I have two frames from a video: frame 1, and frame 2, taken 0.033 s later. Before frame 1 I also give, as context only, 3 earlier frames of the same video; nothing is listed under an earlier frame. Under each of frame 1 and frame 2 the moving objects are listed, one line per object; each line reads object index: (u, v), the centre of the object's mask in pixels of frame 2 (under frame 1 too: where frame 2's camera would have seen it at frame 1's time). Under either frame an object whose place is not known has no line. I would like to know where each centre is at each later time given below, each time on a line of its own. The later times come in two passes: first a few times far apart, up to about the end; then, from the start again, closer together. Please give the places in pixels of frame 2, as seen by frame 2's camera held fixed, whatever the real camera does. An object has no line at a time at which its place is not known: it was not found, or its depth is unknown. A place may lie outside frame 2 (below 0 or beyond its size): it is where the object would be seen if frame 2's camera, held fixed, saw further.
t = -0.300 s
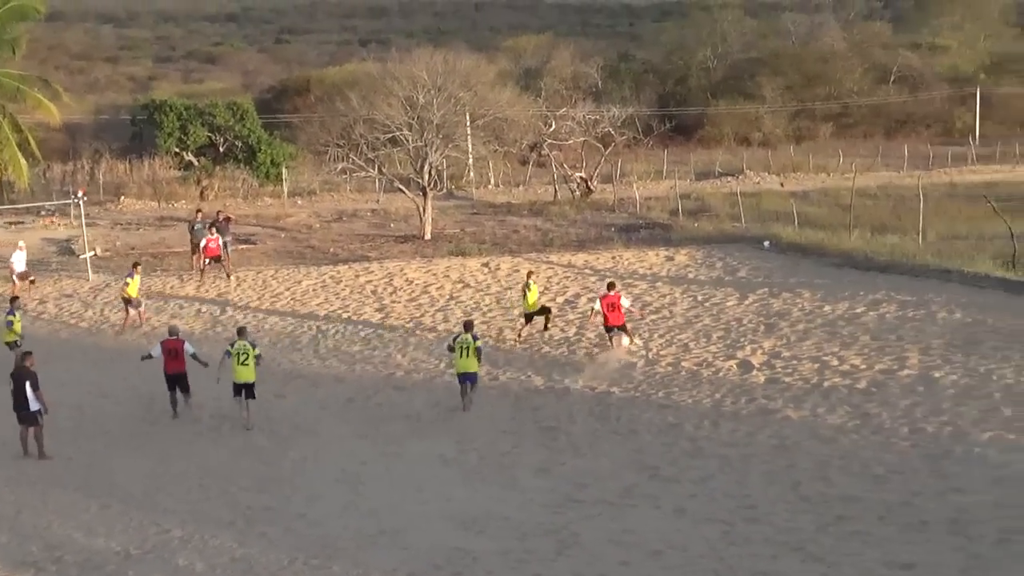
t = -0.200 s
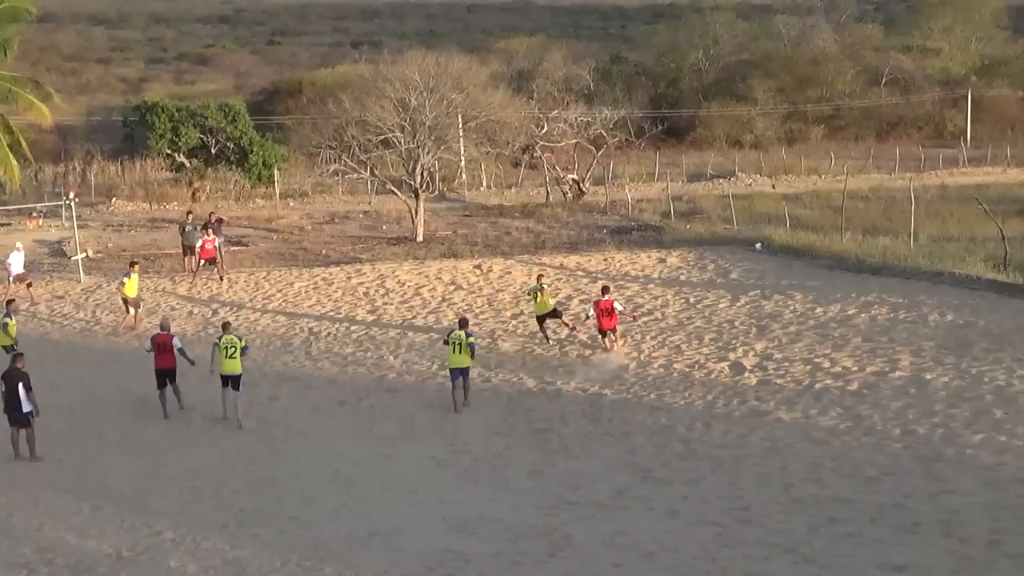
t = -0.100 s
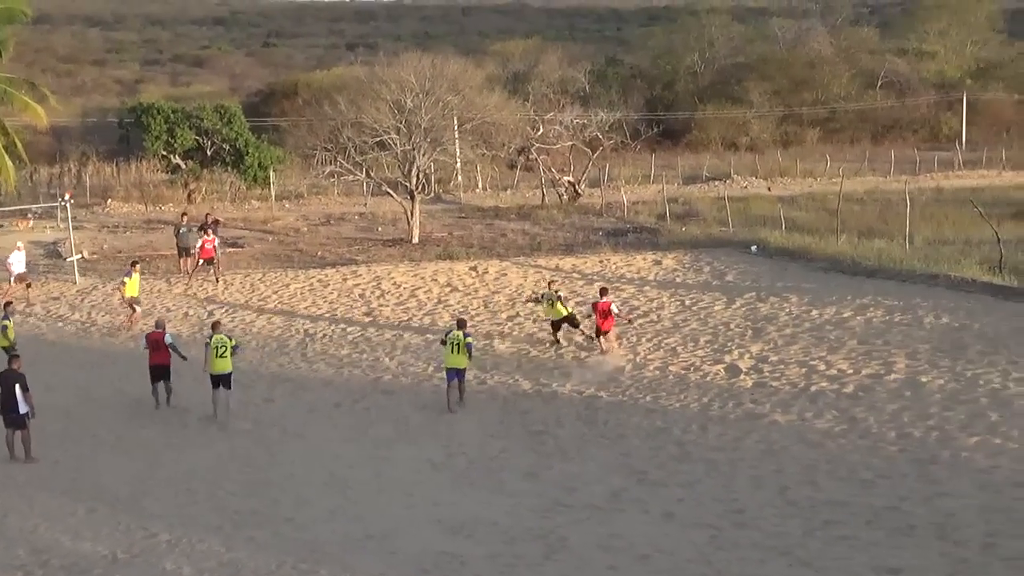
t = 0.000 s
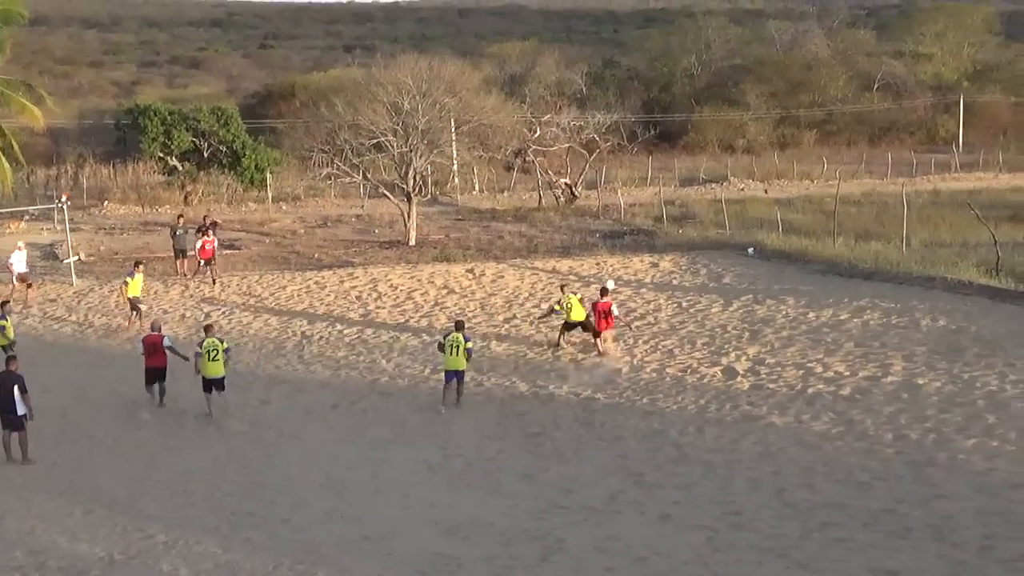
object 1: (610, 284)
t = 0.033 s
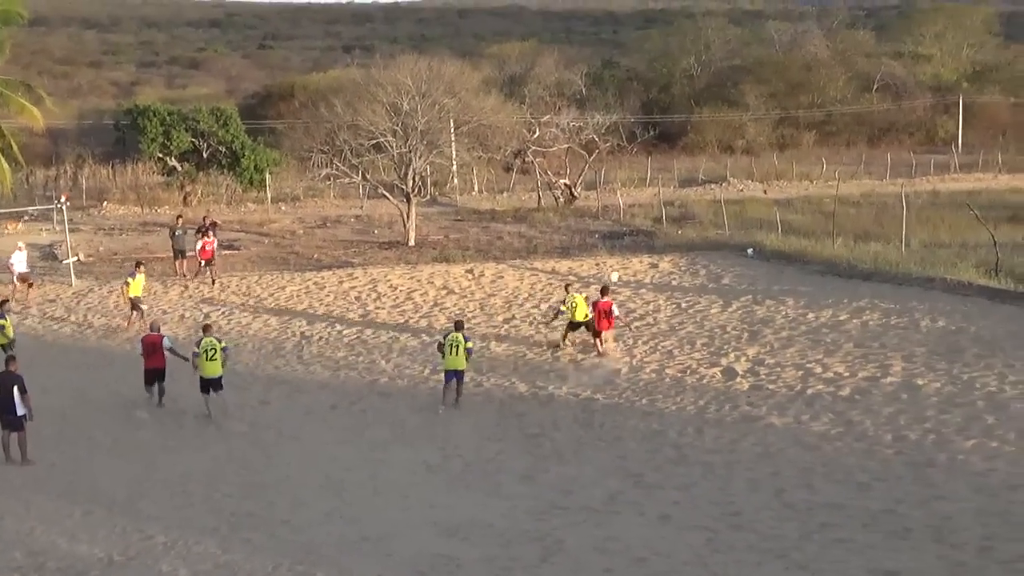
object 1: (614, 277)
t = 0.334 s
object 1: (658, 226)
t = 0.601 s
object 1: (692, 218)
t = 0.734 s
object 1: (708, 225)
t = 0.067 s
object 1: (620, 269)
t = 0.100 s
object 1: (625, 261)
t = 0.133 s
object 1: (629, 254)
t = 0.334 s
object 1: (658, 226)
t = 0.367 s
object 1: (663, 223)
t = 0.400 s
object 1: (668, 220)
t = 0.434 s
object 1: (672, 218)
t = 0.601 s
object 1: (692, 218)
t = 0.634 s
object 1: (696, 219)
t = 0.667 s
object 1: (700, 220)
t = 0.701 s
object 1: (704, 222)
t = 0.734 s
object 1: (708, 225)
